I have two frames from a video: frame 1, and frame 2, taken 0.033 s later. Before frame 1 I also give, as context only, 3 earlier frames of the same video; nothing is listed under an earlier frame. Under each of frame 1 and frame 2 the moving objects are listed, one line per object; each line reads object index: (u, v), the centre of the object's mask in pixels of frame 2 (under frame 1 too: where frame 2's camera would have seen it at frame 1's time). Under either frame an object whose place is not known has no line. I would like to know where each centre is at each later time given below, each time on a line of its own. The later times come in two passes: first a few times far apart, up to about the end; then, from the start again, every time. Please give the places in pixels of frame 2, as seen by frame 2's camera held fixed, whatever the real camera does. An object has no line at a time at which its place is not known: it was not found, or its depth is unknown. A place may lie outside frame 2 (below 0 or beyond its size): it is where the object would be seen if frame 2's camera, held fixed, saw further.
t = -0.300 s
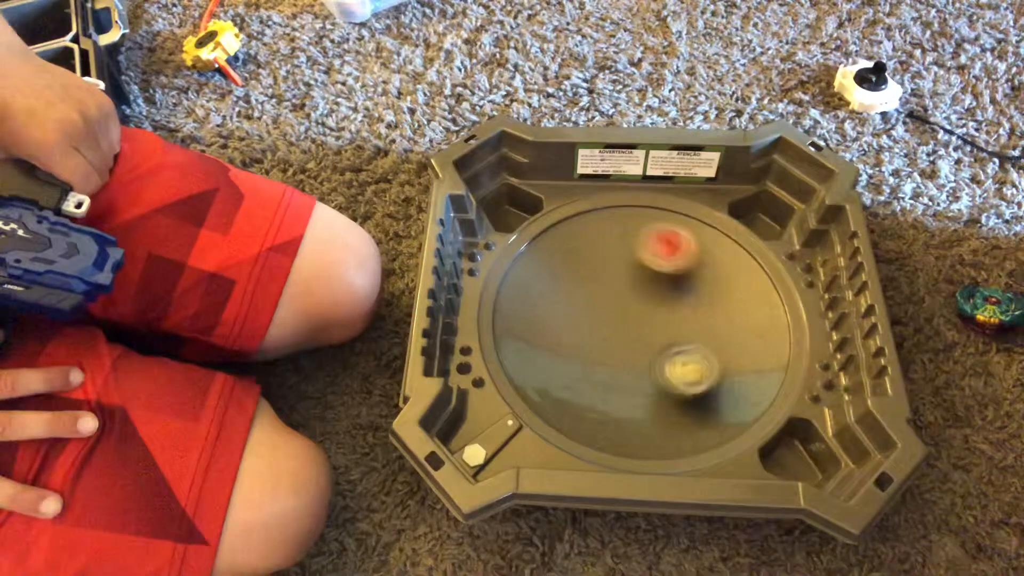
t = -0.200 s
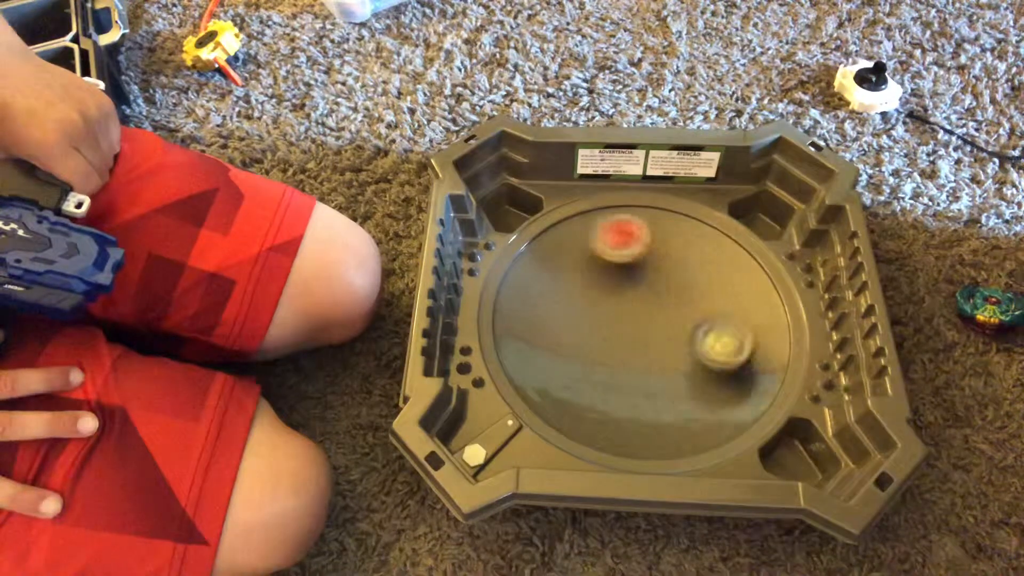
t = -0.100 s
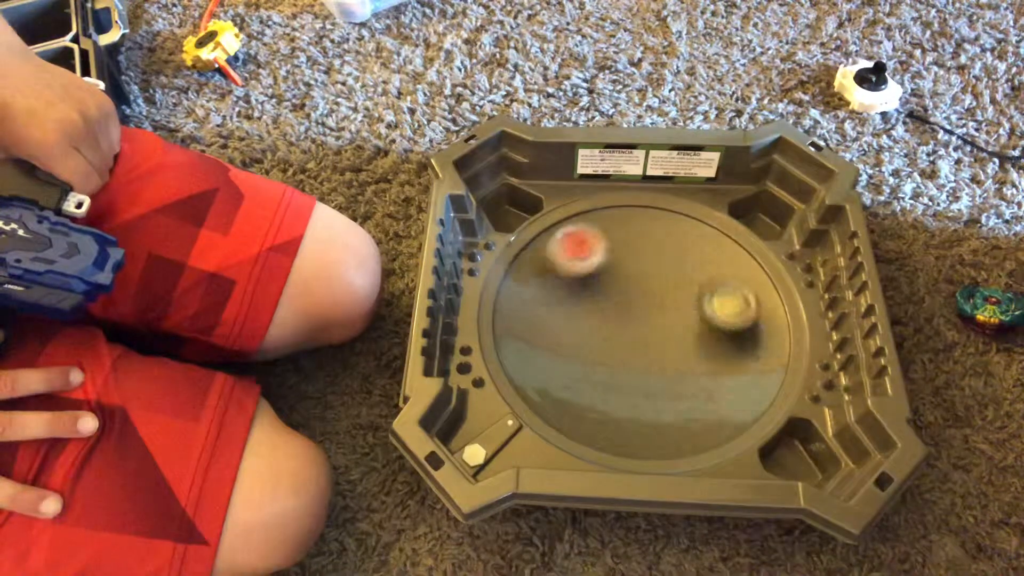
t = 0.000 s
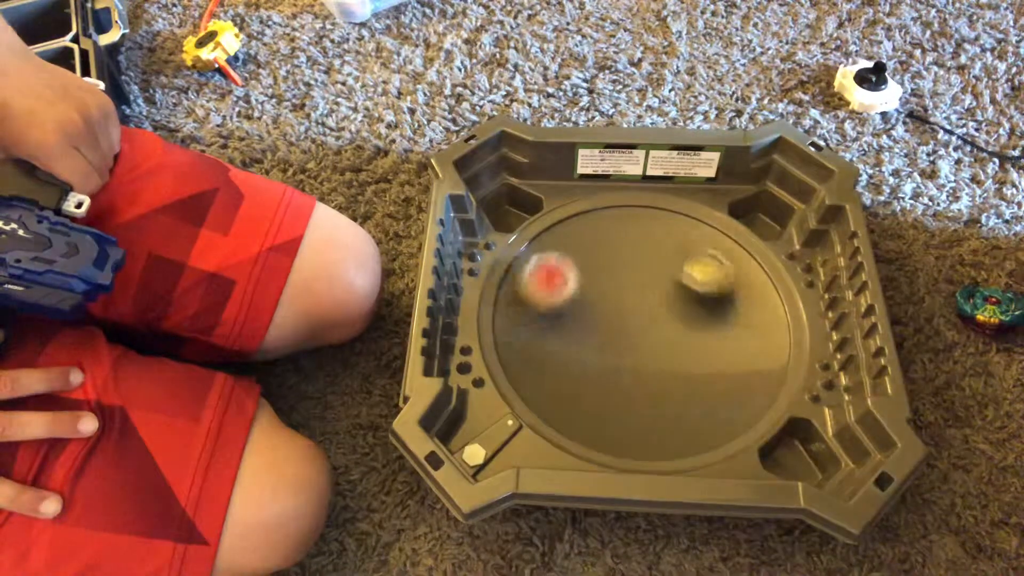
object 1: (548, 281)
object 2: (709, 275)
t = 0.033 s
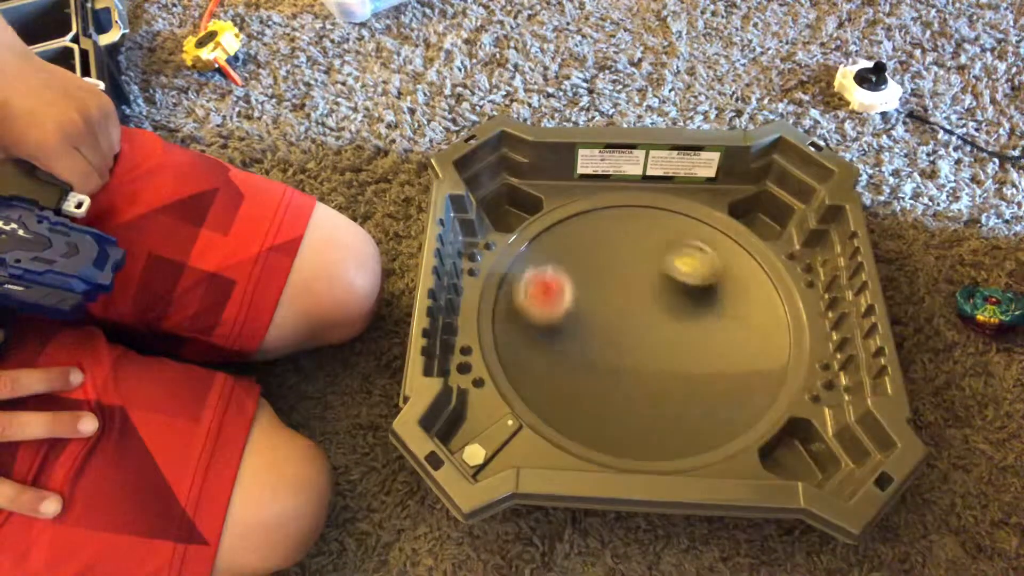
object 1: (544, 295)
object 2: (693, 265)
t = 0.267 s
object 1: (605, 387)
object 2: (584, 280)
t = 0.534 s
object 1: (721, 357)
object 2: (615, 384)
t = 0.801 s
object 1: (690, 264)
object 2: (733, 346)
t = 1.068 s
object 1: (578, 286)
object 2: (655, 249)
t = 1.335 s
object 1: (592, 383)
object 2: (561, 309)
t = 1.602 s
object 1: (718, 396)
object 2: (642, 374)
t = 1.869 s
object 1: (735, 297)
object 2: (678, 324)
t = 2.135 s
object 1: (624, 254)
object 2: (631, 310)
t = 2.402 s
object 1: (550, 301)
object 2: (622, 326)
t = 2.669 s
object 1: (622, 376)
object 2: (660, 312)
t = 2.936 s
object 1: (710, 378)
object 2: (679, 274)
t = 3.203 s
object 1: (699, 318)
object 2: (618, 249)
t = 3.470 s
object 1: (649, 298)
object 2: (573, 320)
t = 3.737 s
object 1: (643, 302)
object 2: (636, 390)
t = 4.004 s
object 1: (645, 254)
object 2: (674, 379)
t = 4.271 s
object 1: (623, 230)
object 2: (657, 355)
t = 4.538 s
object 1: (611, 207)
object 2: (635, 396)
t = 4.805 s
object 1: (674, 305)
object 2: (597, 334)
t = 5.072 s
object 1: (738, 352)
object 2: (582, 329)
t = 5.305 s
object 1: (678, 365)
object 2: (629, 326)
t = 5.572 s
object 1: (602, 343)
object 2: (633, 286)
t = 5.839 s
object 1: (582, 278)
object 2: (640, 292)
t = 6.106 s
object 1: (640, 269)
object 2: (662, 317)
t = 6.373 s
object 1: (722, 316)
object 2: (659, 348)
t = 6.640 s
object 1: (712, 366)
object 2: (643, 356)
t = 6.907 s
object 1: (636, 412)
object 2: (619, 306)
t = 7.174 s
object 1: (577, 338)
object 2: (625, 299)
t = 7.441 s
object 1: (556, 280)
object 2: (689, 301)
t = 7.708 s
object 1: (600, 285)
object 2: (665, 329)
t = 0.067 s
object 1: (543, 309)
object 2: (678, 259)
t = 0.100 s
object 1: (545, 324)
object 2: (661, 256)
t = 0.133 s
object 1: (551, 341)
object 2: (644, 254)
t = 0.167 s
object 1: (561, 356)
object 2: (625, 258)
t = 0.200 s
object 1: (573, 368)
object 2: (610, 263)
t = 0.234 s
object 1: (589, 379)
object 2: (595, 271)
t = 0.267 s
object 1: (605, 387)
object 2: (584, 280)
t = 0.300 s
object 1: (623, 392)
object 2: (575, 292)
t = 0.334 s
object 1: (641, 394)
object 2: (570, 306)
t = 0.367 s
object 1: (658, 393)
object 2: (568, 320)
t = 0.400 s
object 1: (674, 391)
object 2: (570, 335)
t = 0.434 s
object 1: (690, 385)
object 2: (576, 350)
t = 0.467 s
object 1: (703, 377)
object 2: (586, 363)
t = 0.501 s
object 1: (713, 369)
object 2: (601, 376)
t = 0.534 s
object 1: (721, 357)
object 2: (615, 384)
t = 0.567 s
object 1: (728, 346)
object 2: (635, 391)
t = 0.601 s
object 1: (731, 332)
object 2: (652, 392)
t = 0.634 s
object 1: (731, 319)
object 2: (672, 392)
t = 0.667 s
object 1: (729, 305)
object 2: (690, 388)
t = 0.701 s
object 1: (722, 291)
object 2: (706, 377)
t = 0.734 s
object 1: (714, 280)
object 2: (717, 368)
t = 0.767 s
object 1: (702, 270)
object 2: (727, 354)
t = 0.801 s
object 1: (690, 264)
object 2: (733, 346)
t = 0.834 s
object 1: (677, 258)
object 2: (735, 328)
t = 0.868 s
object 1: (661, 255)
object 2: (733, 314)
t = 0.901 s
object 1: (646, 255)
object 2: (726, 297)
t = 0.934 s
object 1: (630, 256)
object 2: (715, 282)
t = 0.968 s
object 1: (614, 261)
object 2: (705, 271)
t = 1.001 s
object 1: (600, 267)
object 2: (690, 262)
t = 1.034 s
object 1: (588, 276)
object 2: (674, 254)
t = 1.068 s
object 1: (578, 286)
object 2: (655, 249)
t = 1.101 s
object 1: (569, 297)
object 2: (637, 248)
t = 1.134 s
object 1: (564, 310)
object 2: (620, 250)
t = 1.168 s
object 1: (562, 323)
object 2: (602, 253)
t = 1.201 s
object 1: (562, 337)
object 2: (588, 261)
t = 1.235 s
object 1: (566, 350)
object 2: (577, 269)
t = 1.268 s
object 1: (573, 362)
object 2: (568, 280)
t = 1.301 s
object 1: (581, 374)
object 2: (562, 294)
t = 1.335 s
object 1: (592, 383)
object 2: (561, 309)
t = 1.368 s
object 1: (606, 390)
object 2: (563, 325)
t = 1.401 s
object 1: (619, 396)
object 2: (570, 342)
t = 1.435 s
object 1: (635, 401)
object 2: (580, 355)
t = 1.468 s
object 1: (653, 404)
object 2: (592, 365)
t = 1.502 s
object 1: (670, 406)
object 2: (605, 372)
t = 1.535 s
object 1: (688, 405)
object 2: (617, 375)
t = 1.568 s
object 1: (705, 402)
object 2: (629, 376)
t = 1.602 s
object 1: (718, 396)
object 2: (642, 374)
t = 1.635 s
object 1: (728, 387)
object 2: (652, 371)
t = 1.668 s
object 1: (740, 377)
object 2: (661, 365)
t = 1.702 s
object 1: (745, 366)
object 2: (669, 359)
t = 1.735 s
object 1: (750, 353)
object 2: (675, 352)
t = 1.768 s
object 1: (750, 338)
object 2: (679, 344)
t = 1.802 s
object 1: (748, 325)
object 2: (681, 337)
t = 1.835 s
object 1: (742, 309)
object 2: (681, 330)
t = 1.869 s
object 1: (735, 297)
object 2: (678, 324)
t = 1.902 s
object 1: (725, 285)
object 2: (673, 319)
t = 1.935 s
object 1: (715, 276)
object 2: (668, 315)
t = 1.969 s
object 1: (701, 269)
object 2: (661, 311)
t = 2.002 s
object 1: (687, 262)
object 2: (655, 310)
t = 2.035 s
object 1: (673, 257)
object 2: (649, 309)
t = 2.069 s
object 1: (657, 254)
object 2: (643, 308)
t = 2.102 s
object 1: (641, 253)
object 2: (637, 309)
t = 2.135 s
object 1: (624, 254)
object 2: (631, 310)
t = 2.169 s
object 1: (609, 256)
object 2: (626, 312)
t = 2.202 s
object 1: (595, 258)
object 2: (624, 316)
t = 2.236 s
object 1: (583, 261)
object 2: (621, 320)
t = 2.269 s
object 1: (573, 266)
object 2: (620, 323)
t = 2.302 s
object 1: (564, 273)
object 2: (619, 325)
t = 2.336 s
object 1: (557, 281)
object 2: (619, 327)
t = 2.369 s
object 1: (552, 290)
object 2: (620, 328)
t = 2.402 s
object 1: (550, 301)
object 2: (622, 326)
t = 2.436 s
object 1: (550, 313)
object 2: (624, 325)
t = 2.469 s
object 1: (553, 324)
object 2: (627, 323)
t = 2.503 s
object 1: (558, 336)
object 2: (631, 321)
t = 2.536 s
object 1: (566, 347)
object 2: (636, 318)
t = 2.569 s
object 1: (578, 357)
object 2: (641, 315)
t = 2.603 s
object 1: (590, 365)
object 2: (647, 314)
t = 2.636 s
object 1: (605, 372)
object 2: (653, 312)
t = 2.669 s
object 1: (622, 376)
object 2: (660, 312)
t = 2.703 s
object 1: (638, 378)
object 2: (666, 314)
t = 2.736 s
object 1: (653, 376)
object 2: (671, 315)
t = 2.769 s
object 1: (666, 375)
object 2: (674, 317)
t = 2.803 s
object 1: (677, 379)
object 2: (679, 307)
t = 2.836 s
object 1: (686, 383)
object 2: (681, 300)
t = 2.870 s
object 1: (694, 386)
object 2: (682, 291)
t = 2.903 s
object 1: (702, 382)
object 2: (681, 282)
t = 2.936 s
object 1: (710, 378)
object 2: (679, 274)
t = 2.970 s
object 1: (716, 372)
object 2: (676, 266)
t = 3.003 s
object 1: (720, 365)
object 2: (670, 261)
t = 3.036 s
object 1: (721, 357)
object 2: (664, 255)
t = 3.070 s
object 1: (720, 347)
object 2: (657, 249)
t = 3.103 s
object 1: (717, 340)
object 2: (647, 246)
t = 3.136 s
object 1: (713, 332)
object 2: (637, 244)
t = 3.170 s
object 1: (707, 325)
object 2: (627, 244)
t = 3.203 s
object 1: (699, 318)
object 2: (618, 249)
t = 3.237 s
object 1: (692, 313)
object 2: (610, 255)
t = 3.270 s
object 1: (683, 307)
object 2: (603, 263)
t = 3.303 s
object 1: (675, 303)
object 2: (598, 272)
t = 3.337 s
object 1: (664, 299)
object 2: (594, 284)
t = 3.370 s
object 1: (657, 297)
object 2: (591, 293)
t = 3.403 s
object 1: (654, 297)
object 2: (583, 302)
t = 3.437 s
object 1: (651, 297)
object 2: (577, 313)
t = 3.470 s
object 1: (649, 298)
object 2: (573, 320)
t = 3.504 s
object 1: (646, 300)
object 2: (572, 329)
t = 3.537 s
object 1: (643, 302)
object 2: (575, 338)
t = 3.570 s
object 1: (641, 305)
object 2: (582, 348)
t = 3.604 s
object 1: (638, 308)
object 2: (592, 356)
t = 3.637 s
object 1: (636, 311)
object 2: (605, 362)
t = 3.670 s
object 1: (634, 314)
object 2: (619, 367)
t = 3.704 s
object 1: (637, 312)
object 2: (627, 375)
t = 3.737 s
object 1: (643, 302)
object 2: (636, 390)
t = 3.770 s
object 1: (649, 292)
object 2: (644, 398)
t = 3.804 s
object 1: (652, 283)
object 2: (653, 404)
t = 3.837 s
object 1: (654, 275)
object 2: (660, 406)
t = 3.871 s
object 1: (654, 268)
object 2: (666, 405)
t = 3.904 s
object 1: (653, 263)
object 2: (670, 401)
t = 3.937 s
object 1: (651, 258)
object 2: (673, 396)
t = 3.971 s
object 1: (648, 255)
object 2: (674, 389)
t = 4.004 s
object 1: (645, 254)
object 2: (674, 379)
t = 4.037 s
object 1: (642, 253)
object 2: (671, 369)
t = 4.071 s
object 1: (639, 255)
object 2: (670, 360)
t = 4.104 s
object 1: (636, 258)
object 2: (666, 349)
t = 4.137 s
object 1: (634, 263)
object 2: (663, 338)
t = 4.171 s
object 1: (632, 268)
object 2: (661, 329)
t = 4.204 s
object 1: (632, 270)
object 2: (659, 324)
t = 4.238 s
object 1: (628, 252)
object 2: (660, 336)
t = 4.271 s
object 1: (623, 230)
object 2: (657, 355)
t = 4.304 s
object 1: (619, 209)
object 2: (657, 369)
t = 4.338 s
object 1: (616, 195)
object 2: (654, 379)
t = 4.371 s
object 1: (614, 193)
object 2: (652, 389)
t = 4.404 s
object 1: (612, 193)
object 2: (648, 396)
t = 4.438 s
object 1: (611, 194)
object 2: (646, 400)
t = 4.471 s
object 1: (610, 195)
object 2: (642, 400)
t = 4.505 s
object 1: (611, 199)
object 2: (639, 399)
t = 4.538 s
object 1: (611, 207)
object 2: (635, 396)
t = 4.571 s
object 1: (612, 217)
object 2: (632, 390)
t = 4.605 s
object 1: (615, 229)
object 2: (628, 382)
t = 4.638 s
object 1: (618, 244)
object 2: (626, 372)
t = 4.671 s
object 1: (623, 259)
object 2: (624, 361)
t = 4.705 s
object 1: (628, 275)
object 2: (623, 350)
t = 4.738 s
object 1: (636, 289)
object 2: (622, 340)
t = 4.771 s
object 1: (653, 298)
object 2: (610, 336)
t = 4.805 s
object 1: (674, 305)
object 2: (597, 334)
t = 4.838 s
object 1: (693, 313)
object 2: (586, 332)
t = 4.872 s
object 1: (707, 320)
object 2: (577, 330)
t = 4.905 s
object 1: (722, 327)
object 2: (572, 328)
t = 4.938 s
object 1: (733, 334)
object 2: (569, 327)
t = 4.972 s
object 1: (736, 339)
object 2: (569, 326)
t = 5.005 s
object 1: (740, 345)
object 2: (572, 327)
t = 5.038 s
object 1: (741, 349)
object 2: (576, 327)
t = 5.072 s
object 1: (738, 352)
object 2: (582, 329)
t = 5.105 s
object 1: (734, 355)
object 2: (588, 329)
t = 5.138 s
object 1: (727, 358)
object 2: (595, 332)
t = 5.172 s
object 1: (719, 359)
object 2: (604, 333)
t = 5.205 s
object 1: (708, 360)
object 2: (611, 333)
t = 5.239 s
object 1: (697, 359)
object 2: (619, 333)
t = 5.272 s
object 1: (684, 358)
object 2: (626, 332)
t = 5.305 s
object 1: (678, 365)
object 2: (629, 326)
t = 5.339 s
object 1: (671, 369)
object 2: (630, 318)
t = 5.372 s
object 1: (661, 371)
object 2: (630, 310)
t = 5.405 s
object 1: (651, 370)
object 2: (631, 305)
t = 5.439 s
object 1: (641, 367)
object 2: (631, 299)
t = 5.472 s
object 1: (633, 364)
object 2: (632, 295)
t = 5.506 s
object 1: (623, 358)
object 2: (632, 292)
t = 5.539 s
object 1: (612, 352)
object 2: (632, 289)
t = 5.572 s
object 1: (602, 343)
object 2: (633, 286)
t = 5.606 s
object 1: (596, 335)
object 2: (633, 285)
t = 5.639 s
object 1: (589, 327)
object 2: (633, 284)
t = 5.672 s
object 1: (585, 318)
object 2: (634, 284)
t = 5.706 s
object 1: (581, 309)
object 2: (634, 284)
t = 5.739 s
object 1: (579, 301)
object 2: (635, 286)
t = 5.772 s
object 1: (578, 291)
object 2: (636, 287)
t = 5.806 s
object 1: (579, 286)
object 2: (638, 289)
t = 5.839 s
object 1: (582, 278)
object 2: (640, 292)
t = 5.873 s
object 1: (586, 274)
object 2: (643, 295)
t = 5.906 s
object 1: (590, 269)
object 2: (646, 298)
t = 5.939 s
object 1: (596, 266)
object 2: (650, 301)
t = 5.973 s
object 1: (602, 266)
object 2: (653, 304)
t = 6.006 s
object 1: (611, 265)
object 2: (656, 307)
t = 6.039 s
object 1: (620, 266)
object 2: (659, 310)
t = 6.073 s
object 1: (629, 266)
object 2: (661, 313)
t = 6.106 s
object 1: (640, 269)
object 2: (662, 317)
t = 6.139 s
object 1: (650, 271)
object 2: (663, 320)
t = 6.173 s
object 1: (662, 276)
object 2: (664, 325)
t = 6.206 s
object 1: (674, 283)
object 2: (665, 329)
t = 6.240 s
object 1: (683, 290)
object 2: (665, 334)
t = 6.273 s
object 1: (695, 297)
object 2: (665, 337)
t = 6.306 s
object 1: (703, 303)
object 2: (663, 341)
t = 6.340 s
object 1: (714, 310)
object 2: (661, 345)
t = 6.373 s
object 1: (722, 316)
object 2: (659, 348)
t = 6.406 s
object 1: (729, 323)
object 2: (656, 351)
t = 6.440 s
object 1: (735, 333)
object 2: (655, 353)
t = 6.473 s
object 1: (735, 340)
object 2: (653, 354)
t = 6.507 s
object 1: (735, 348)
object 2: (650, 355)
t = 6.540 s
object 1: (734, 352)
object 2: (648, 356)
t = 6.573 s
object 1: (727, 358)
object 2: (647, 357)
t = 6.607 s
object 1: (720, 363)
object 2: (645, 357)
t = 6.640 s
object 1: (712, 366)
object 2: (643, 356)
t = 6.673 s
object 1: (703, 370)
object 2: (642, 356)
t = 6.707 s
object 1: (695, 379)
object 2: (636, 347)
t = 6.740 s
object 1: (687, 387)
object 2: (629, 336)
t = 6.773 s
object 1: (677, 398)
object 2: (626, 329)
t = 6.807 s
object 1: (668, 402)
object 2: (624, 323)
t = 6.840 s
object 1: (658, 407)
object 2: (621, 317)
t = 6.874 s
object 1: (646, 408)
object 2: (619, 311)
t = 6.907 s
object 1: (636, 412)
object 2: (619, 306)
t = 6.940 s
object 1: (624, 408)
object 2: (619, 303)
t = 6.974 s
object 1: (613, 404)
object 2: (619, 301)
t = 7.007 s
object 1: (602, 396)
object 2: (619, 299)
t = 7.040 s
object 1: (593, 385)
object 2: (619, 299)
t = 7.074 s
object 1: (587, 375)
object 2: (619, 299)
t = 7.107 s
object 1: (584, 362)
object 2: (619, 299)
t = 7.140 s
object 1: (584, 349)
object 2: (620, 300)
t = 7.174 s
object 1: (577, 338)
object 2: (625, 299)
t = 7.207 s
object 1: (564, 329)
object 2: (639, 296)
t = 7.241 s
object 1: (554, 318)
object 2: (652, 294)
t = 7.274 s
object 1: (550, 309)
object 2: (661, 294)
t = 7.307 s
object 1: (548, 301)
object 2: (671, 294)
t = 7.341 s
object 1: (547, 293)
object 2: (680, 295)
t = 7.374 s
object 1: (549, 287)
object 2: (685, 295)
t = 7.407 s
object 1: (550, 284)
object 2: (687, 298)
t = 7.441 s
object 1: (556, 280)
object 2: (689, 301)
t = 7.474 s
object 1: (559, 277)
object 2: (689, 301)
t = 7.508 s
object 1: (566, 275)
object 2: (688, 305)
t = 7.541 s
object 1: (571, 274)
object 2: (685, 309)
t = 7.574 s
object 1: (578, 275)
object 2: (683, 313)
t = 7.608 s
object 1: (584, 277)
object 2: (679, 316)
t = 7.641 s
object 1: (589, 279)
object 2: (674, 322)
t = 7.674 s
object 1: (596, 283)
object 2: (670, 325)
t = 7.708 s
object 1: (600, 285)
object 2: (665, 329)
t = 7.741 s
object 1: (603, 288)
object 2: (658, 335)
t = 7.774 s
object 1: (606, 291)
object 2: (653, 338)
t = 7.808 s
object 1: (608, 294)
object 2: (647, 342)
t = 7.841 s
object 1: (609, 296)
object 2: (640, 347)
